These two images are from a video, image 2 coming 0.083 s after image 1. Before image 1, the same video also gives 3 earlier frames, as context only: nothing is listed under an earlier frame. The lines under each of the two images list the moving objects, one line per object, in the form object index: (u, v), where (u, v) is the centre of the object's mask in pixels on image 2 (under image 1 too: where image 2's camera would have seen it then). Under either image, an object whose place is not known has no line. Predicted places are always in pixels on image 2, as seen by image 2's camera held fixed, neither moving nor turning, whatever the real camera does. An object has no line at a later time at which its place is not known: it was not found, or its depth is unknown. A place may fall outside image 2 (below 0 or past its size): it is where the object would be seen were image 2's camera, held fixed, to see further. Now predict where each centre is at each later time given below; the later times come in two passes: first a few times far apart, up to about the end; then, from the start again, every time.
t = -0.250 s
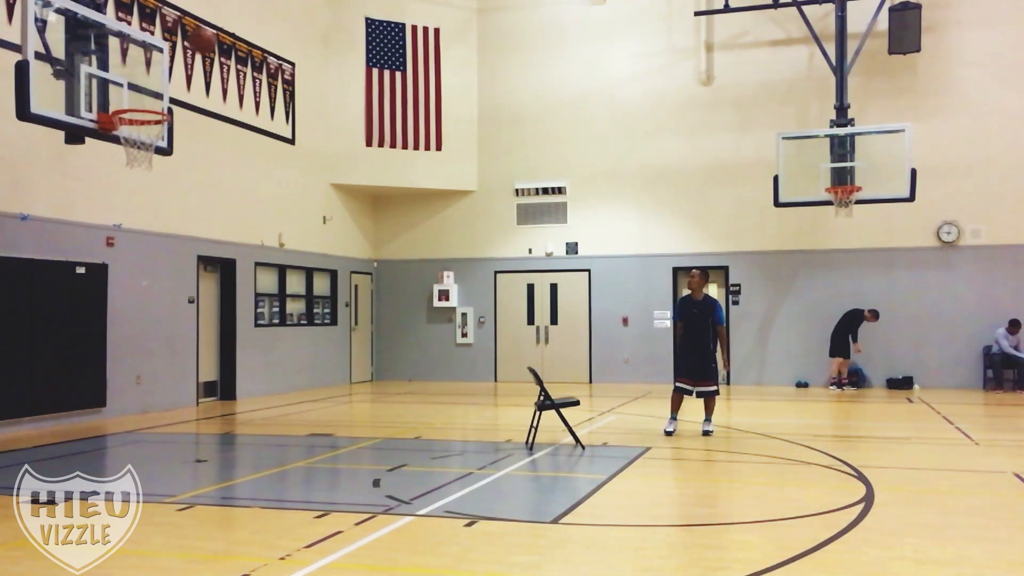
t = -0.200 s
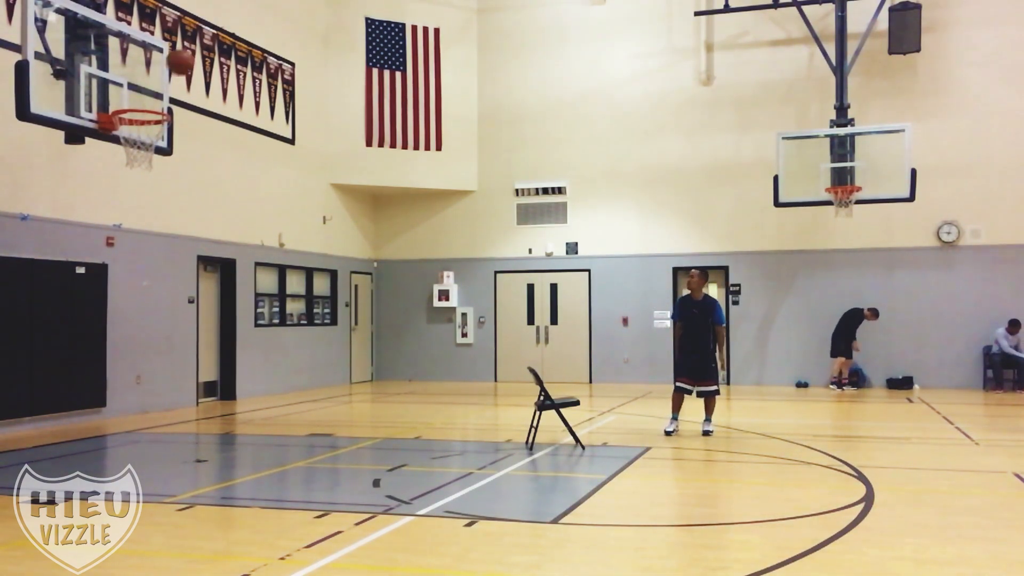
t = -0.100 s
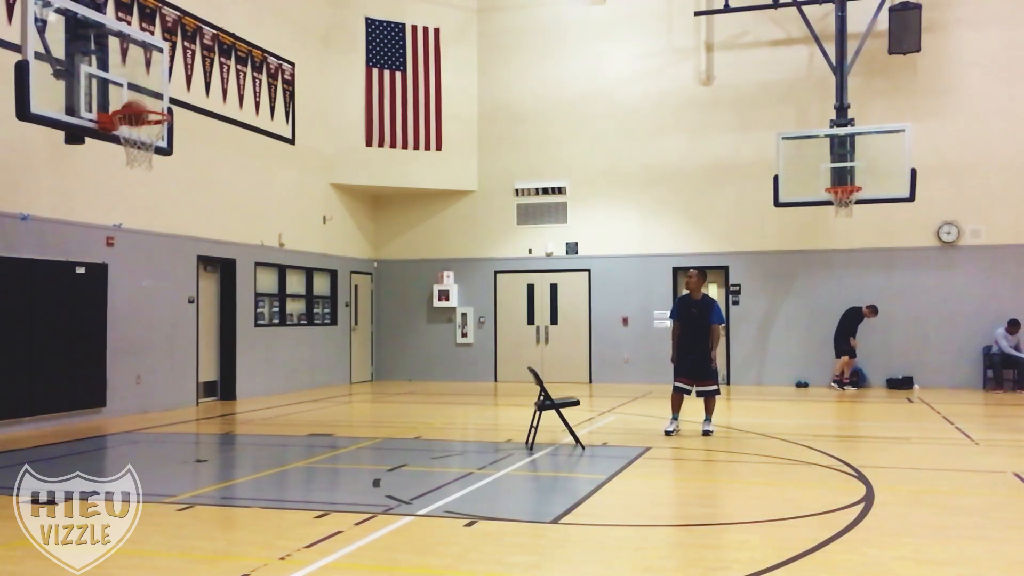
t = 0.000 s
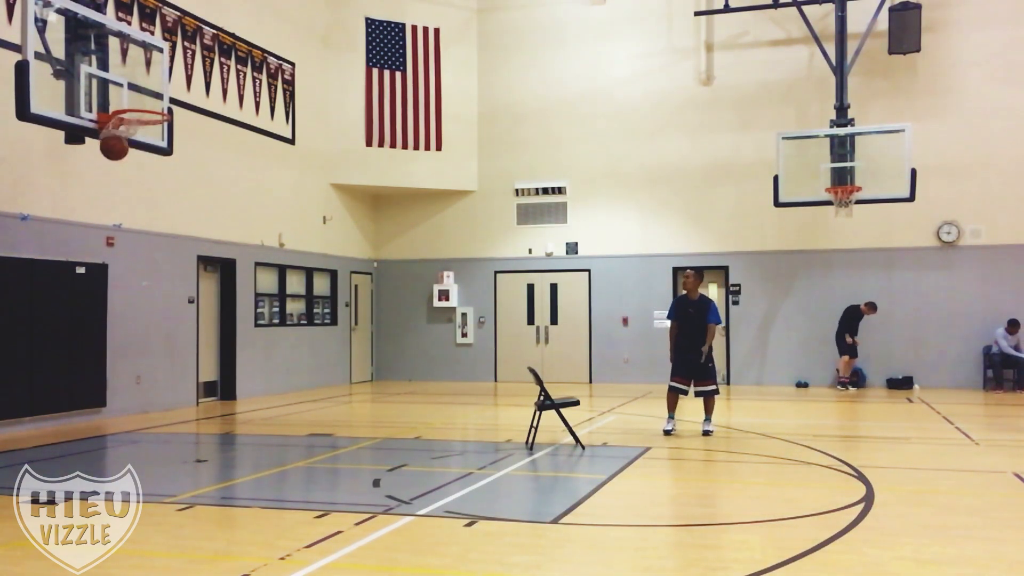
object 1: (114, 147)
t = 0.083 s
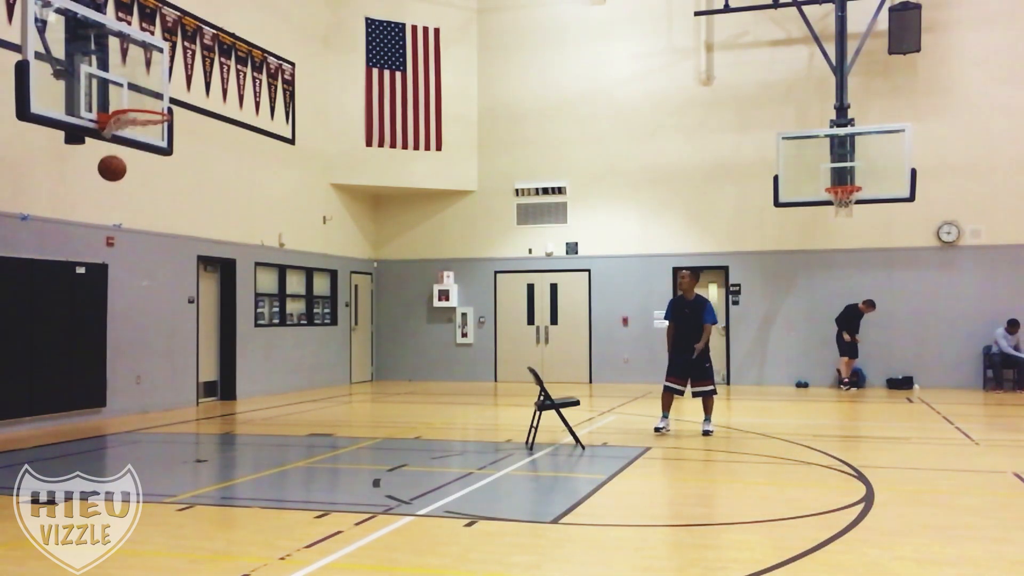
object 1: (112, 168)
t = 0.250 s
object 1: (108, 232)
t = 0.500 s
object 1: (99, 379)
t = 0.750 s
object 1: (120, 360)
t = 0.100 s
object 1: (111, 173)
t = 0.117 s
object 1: (111, 178)
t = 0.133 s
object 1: (110, 184)
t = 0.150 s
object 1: (110, 190)
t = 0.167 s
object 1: (110, 196)
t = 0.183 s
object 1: (109, 202)
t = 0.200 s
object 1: (109, 209)
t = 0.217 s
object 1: (108, 216)
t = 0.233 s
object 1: (108, 224)
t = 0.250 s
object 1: (108, 232)
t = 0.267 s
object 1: (107, 239)
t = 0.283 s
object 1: (106, 247)
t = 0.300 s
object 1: (106, 255)
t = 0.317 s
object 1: (106, 264)
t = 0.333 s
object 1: (105, 273)
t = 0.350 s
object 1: (104, 282)
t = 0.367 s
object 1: (104, 291)
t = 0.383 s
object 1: (104, 302)
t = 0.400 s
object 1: (104, 312)
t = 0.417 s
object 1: (102, 323)
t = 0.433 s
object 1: (102, 334)
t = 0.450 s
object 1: (101, 345)
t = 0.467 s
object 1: (100, 356)
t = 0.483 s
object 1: (99, 368)
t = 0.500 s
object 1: (99, 379)
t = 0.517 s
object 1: (98, 391)
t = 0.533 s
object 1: (97, 405)
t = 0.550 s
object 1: (96, 417)
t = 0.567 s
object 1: (95, 430)
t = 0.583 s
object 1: (94, 443)
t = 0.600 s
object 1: (96, 444)
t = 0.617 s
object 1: (98, 433)
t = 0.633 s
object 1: (101, 422)
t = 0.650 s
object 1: (104, 412)
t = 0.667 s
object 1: (107, 403)
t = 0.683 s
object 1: (110, 393)
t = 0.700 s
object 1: (113, 384)
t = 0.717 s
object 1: (116, 376)
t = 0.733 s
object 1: (118, 367)
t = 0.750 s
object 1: (120, 360)
